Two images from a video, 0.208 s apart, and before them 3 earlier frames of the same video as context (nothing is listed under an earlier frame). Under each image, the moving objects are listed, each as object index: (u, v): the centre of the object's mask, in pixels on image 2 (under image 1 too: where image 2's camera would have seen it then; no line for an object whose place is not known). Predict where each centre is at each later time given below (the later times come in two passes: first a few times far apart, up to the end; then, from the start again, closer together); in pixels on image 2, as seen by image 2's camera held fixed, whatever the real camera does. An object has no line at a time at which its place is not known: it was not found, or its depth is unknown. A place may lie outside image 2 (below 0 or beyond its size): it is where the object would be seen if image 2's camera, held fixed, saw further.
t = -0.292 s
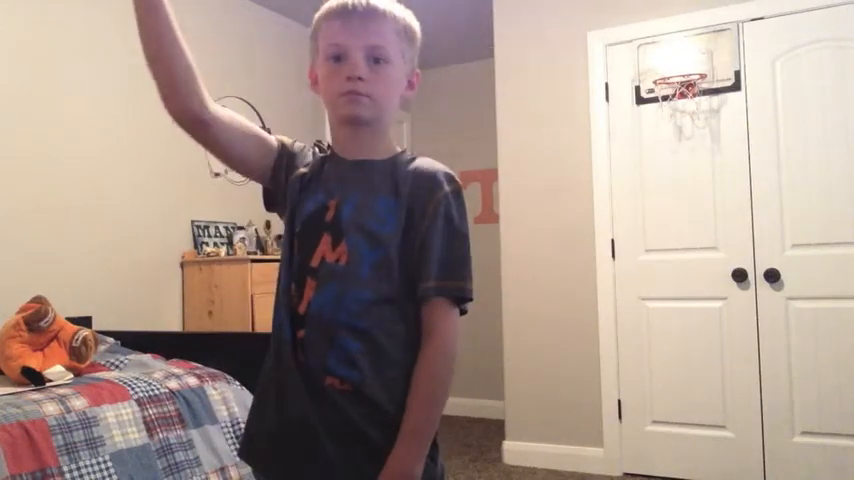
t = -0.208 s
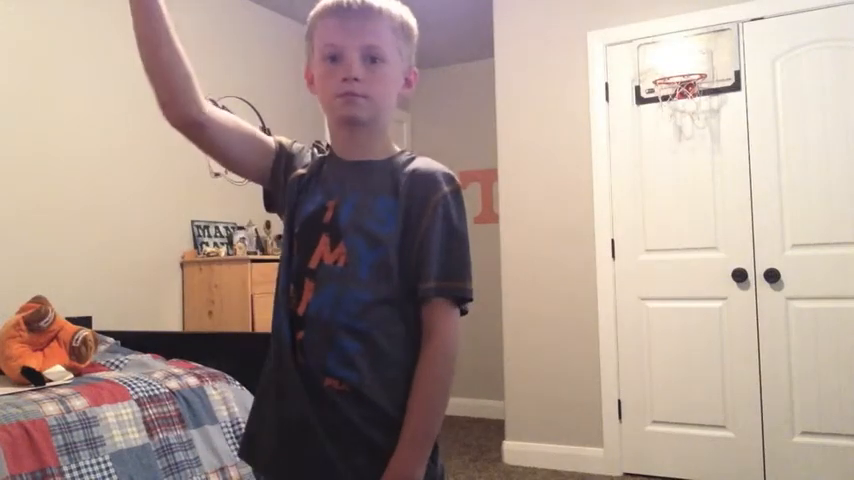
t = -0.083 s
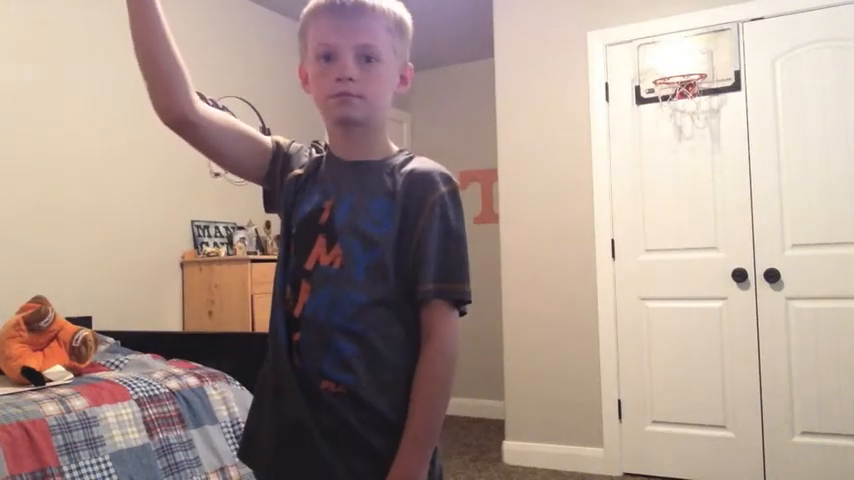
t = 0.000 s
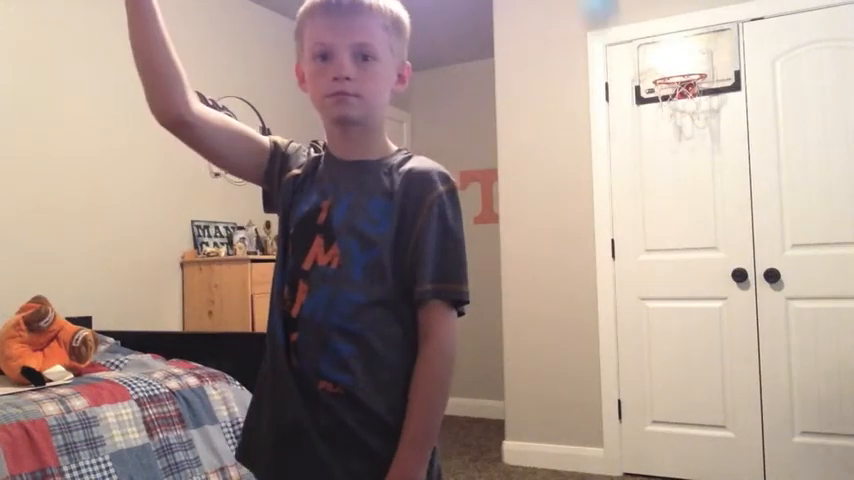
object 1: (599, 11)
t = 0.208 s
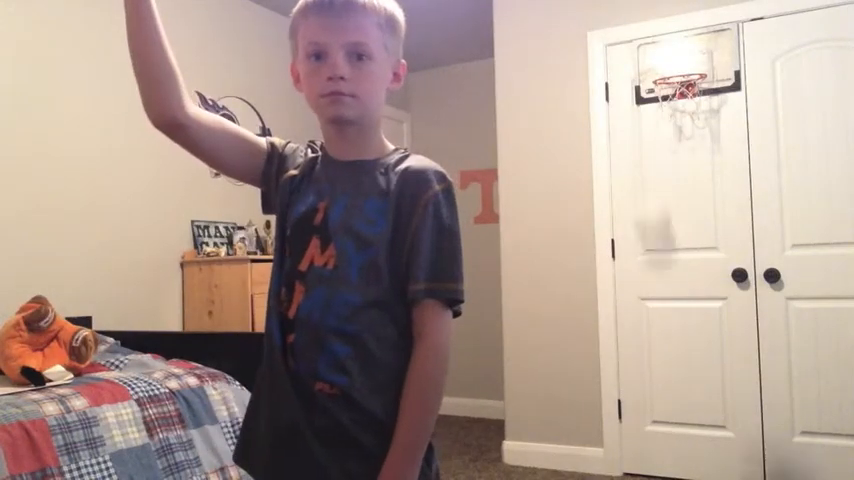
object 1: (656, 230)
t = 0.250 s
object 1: (665, 280)
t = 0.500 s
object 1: (706, 425)
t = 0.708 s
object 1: (703, 313)
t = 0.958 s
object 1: (707, 319)
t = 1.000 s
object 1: (708, 337)
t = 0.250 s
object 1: (665, 280)
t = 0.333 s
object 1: (688, 387)
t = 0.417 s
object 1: (702, 475)
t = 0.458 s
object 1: (705, 464)
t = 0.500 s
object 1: (706, 425)
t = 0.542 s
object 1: (704, 392)
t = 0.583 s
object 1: (703, 364)
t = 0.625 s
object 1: (703, 342)
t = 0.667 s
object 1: (703, 325)
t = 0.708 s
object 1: (703, 313)
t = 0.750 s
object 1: (704, 305)
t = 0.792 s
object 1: (704, 301)
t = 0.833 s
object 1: (705, 301)
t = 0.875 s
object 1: (704, 303)
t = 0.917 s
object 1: (705, 307)
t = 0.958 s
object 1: (707, 319)
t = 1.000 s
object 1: (708, 337)
